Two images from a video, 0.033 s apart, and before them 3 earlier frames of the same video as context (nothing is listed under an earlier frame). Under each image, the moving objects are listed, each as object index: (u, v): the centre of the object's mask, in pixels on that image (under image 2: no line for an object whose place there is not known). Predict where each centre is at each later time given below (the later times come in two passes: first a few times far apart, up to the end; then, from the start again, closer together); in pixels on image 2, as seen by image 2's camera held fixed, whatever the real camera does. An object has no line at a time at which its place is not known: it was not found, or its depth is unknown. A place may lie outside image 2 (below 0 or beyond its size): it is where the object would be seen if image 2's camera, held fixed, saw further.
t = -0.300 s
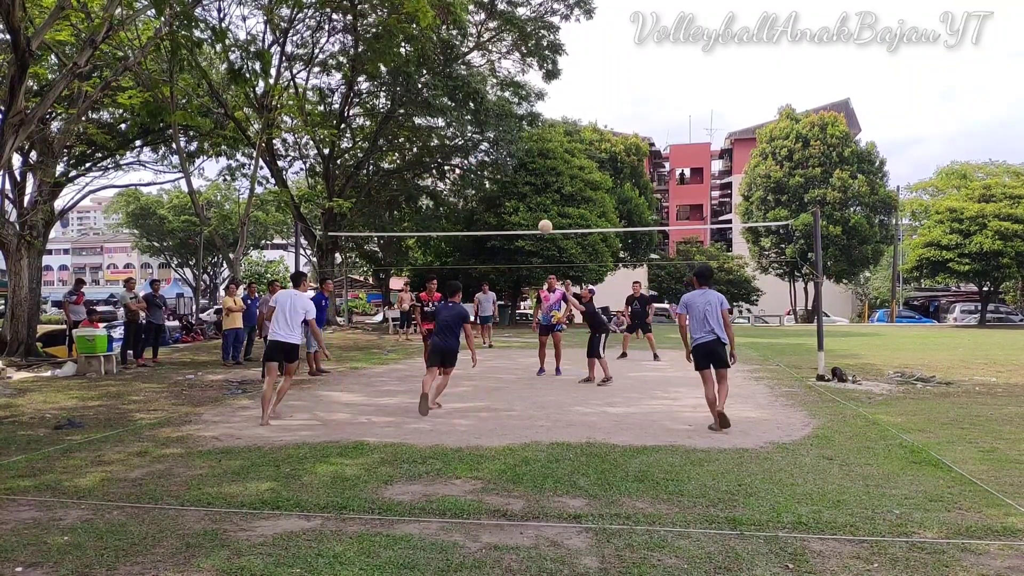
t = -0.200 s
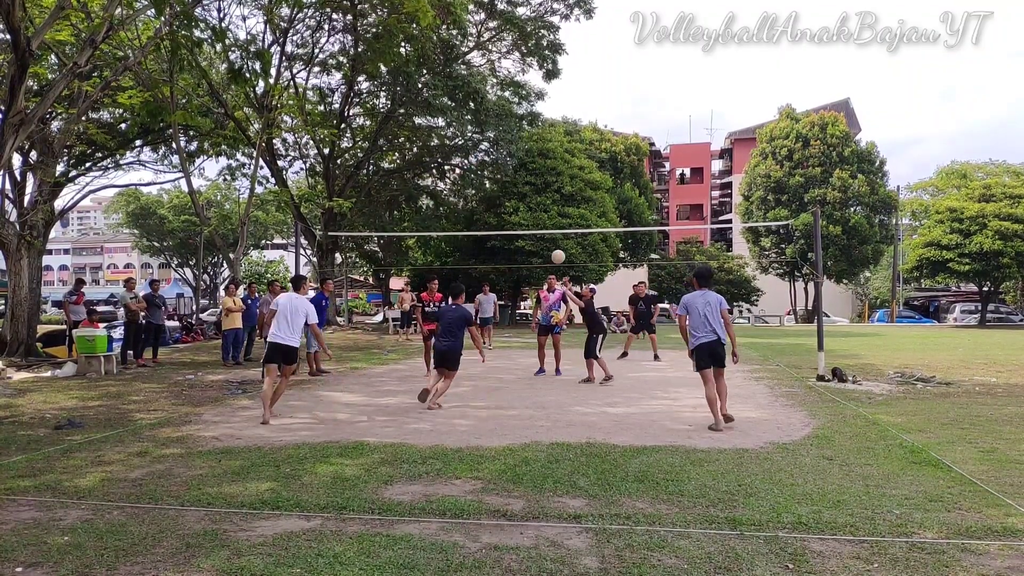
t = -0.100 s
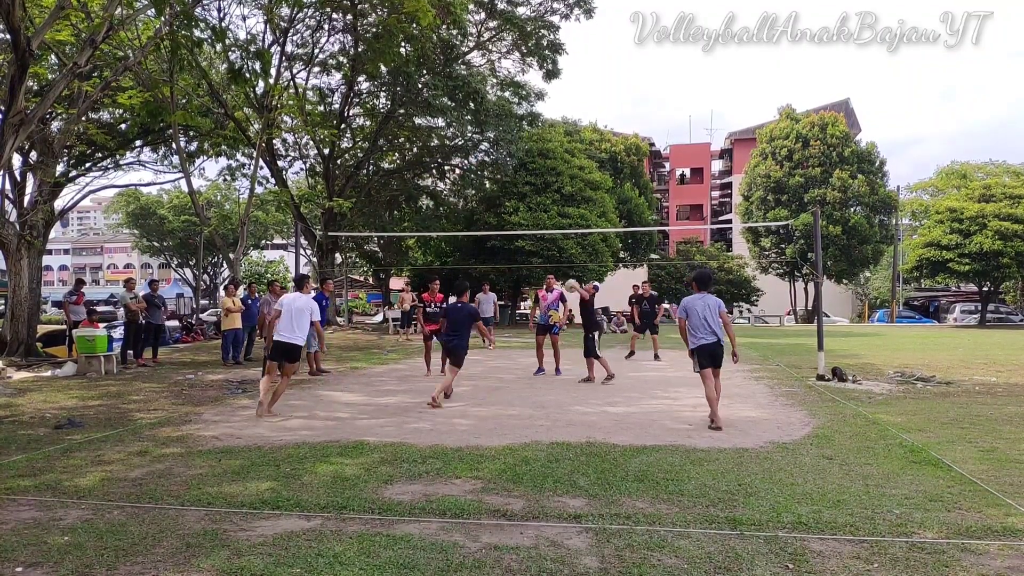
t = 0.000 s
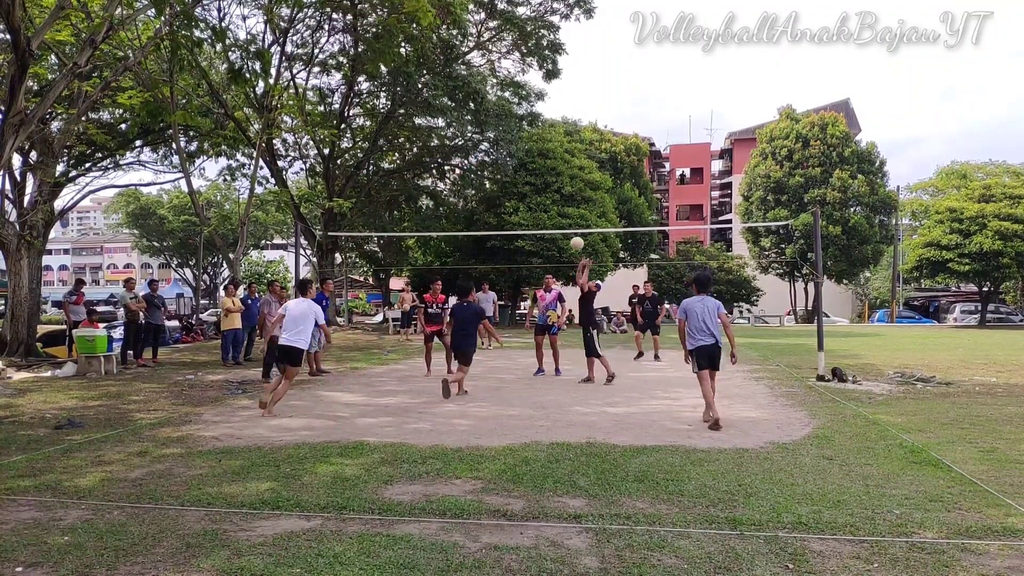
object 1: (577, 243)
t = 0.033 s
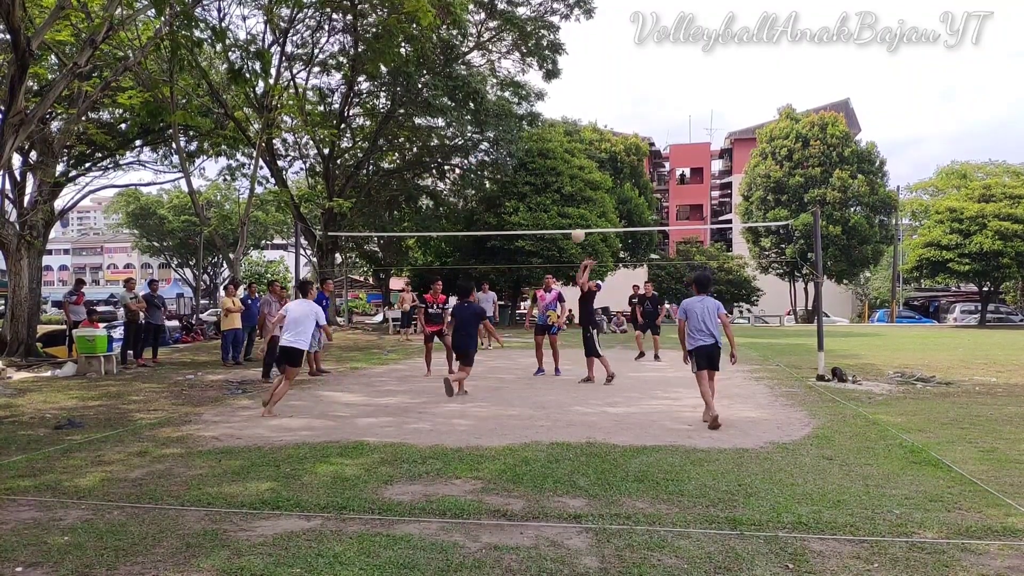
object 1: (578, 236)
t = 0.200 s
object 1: (591, 158)
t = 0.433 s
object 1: (604, 94)
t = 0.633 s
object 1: (616, 60)
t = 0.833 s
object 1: (628, 54)
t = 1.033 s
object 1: (640, 74)
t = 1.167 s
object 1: (648, 107)
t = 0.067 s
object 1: (580, 221)
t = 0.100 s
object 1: (583, 206)
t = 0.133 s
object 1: (585, 191)
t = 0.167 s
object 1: (587, 178)
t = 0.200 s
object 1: (591, 158)
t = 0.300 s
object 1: (596, 130)
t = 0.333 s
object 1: (598, 120)
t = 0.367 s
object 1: (600, 111)
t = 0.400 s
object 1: (602, 102)
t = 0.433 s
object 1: (604, 94)
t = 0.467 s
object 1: (606, 87)
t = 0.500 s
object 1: (608, 80)
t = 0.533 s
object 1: (610, 74)
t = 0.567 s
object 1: (612, 69)
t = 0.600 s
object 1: (614, 65)
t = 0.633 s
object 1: (616, 60)
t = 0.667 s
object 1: (618, 57)
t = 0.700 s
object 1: (620, 55)
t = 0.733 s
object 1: (622, 54)
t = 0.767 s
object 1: (624, 53)
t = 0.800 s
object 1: (626, 53)
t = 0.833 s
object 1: (628, 54)
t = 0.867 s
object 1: (630, 55)
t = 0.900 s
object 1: (633, 59)
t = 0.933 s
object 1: (634, 61)
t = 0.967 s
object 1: (636, 64)
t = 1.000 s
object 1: (638, 69)
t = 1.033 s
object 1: (640, 74)
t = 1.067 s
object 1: (642, 80)
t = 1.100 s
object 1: (644, 87)
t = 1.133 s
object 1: (646, 94)
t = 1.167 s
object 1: (648, 107)
